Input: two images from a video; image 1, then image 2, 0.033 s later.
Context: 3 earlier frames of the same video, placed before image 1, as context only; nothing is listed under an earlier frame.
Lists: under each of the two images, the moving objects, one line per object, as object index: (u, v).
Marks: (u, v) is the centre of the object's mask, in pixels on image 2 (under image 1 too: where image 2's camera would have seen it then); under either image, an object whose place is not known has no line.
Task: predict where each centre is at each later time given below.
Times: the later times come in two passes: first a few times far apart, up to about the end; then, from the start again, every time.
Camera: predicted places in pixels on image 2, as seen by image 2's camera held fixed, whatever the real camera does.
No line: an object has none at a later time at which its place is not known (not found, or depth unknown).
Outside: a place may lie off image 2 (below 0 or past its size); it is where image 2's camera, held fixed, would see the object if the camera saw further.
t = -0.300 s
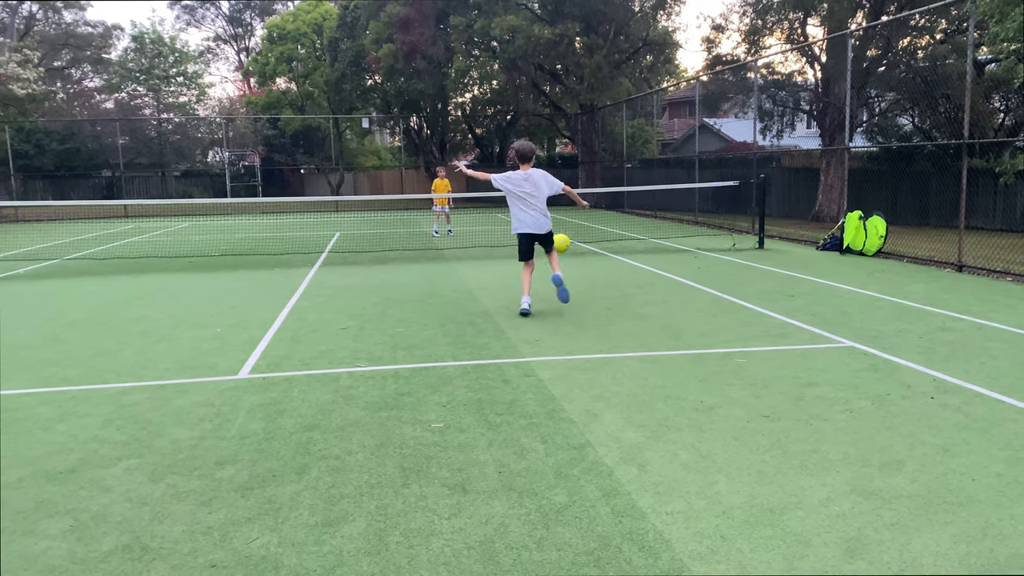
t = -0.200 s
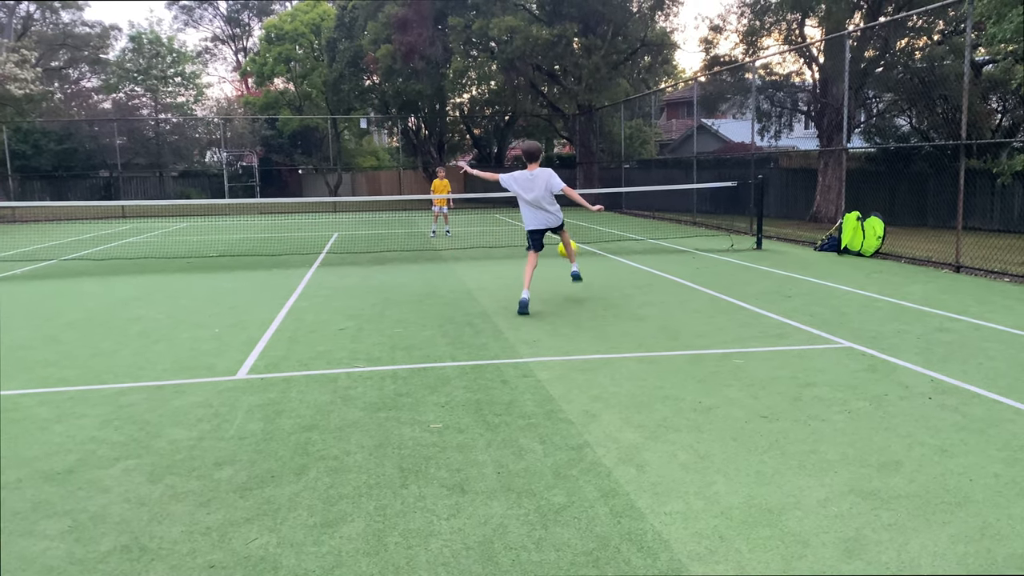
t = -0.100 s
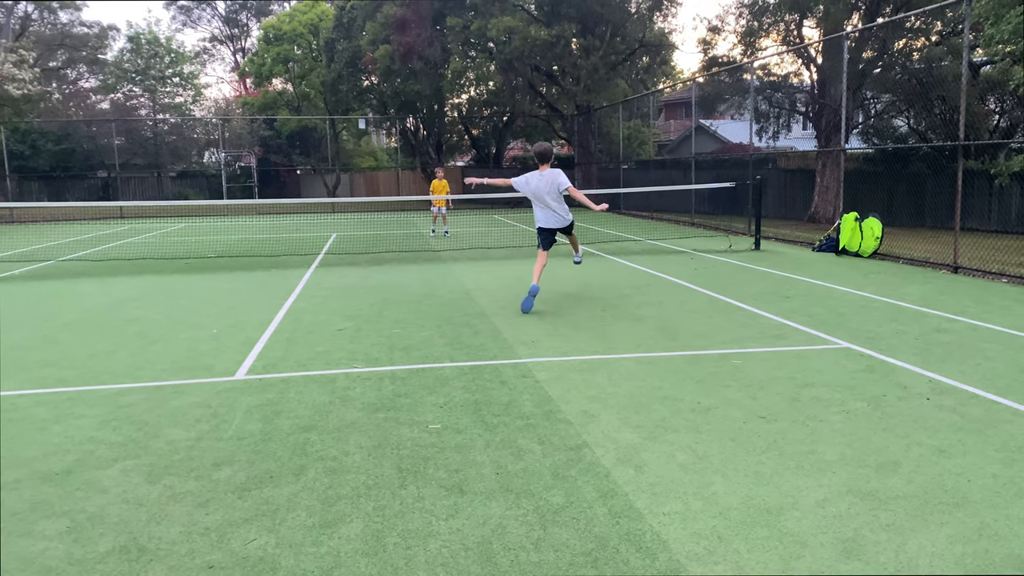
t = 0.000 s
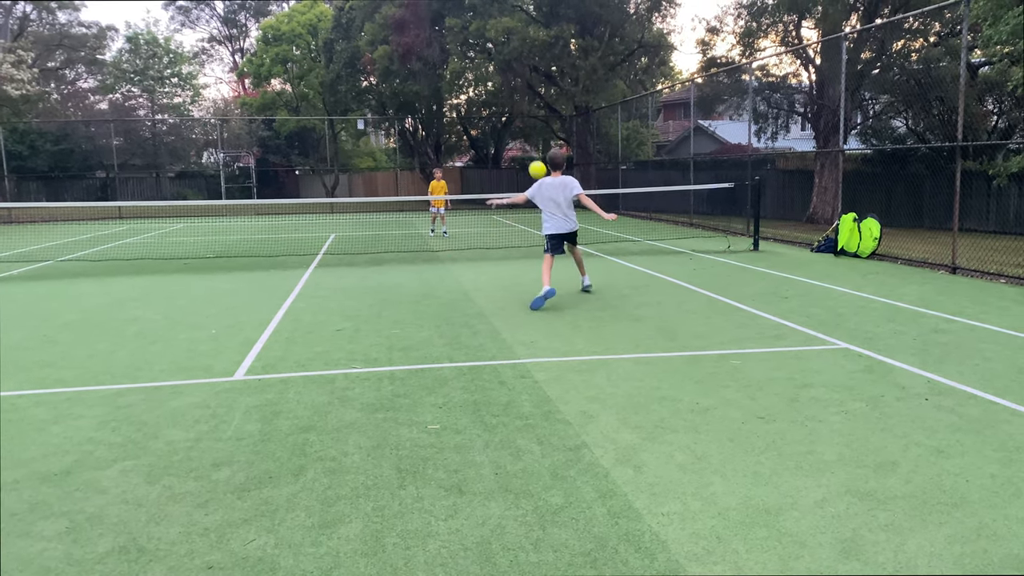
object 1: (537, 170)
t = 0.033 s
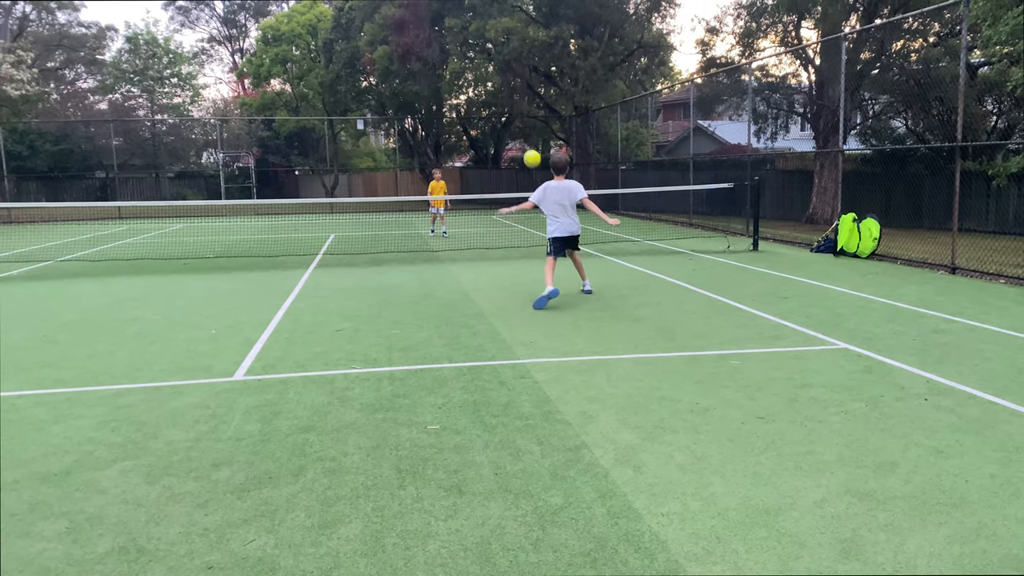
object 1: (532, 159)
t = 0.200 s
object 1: (508, 122)
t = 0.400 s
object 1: (486, 113)
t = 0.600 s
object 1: (469, 131)
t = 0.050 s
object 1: (529, 154)
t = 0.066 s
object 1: (527, 149)
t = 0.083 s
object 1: (524, 144)
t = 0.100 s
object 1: (522, 140)
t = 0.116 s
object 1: (520, 136)
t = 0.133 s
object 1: (517, 132)
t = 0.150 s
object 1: (515, 130)
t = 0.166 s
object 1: (513, 127)
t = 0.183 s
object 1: (510, 124)
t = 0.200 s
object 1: (508, 122)
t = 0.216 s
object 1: (506, 119)
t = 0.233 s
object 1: (505, 118)
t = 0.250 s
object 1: (503, 116)
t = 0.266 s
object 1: (501, 115)
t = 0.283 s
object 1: (499, 114)
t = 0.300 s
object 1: (497, 113)
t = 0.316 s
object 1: (495, 112)
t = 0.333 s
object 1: (493, 112)
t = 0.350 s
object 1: (491, 112)
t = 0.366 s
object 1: (490, 112)
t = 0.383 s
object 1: (488, 112)
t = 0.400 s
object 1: (486, 113)
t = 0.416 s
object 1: (485, 113)
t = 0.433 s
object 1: (483, 114)
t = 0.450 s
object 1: (481, 115)
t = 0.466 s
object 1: (480, 116)
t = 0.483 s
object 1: (479, 117)
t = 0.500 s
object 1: (477, 119)
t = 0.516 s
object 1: (476, 120)
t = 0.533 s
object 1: (474, 122)
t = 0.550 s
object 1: (473, 124)
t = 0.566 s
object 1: (471, 126)
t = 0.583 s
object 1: (470, 128)
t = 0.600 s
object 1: (469, 131)
